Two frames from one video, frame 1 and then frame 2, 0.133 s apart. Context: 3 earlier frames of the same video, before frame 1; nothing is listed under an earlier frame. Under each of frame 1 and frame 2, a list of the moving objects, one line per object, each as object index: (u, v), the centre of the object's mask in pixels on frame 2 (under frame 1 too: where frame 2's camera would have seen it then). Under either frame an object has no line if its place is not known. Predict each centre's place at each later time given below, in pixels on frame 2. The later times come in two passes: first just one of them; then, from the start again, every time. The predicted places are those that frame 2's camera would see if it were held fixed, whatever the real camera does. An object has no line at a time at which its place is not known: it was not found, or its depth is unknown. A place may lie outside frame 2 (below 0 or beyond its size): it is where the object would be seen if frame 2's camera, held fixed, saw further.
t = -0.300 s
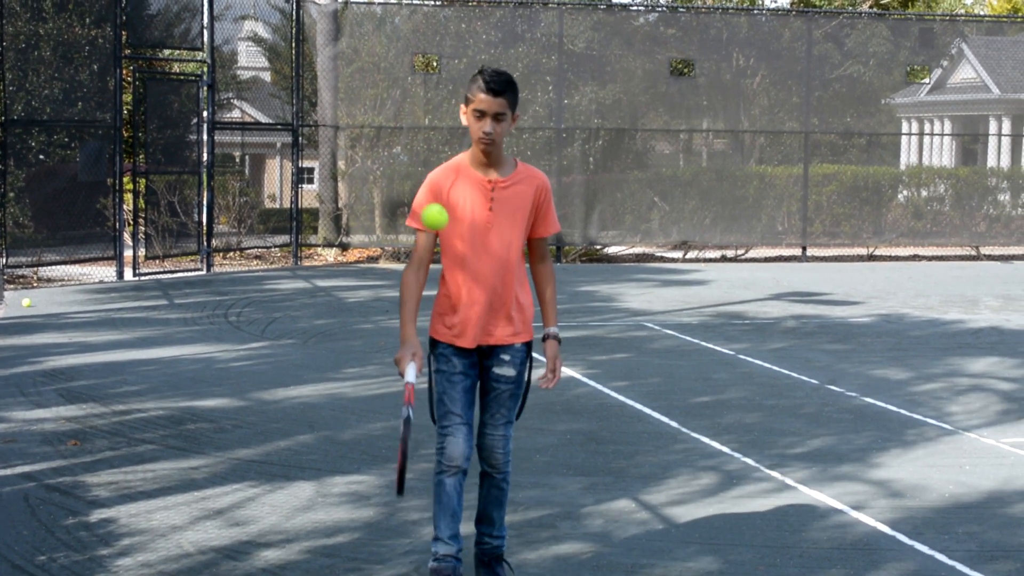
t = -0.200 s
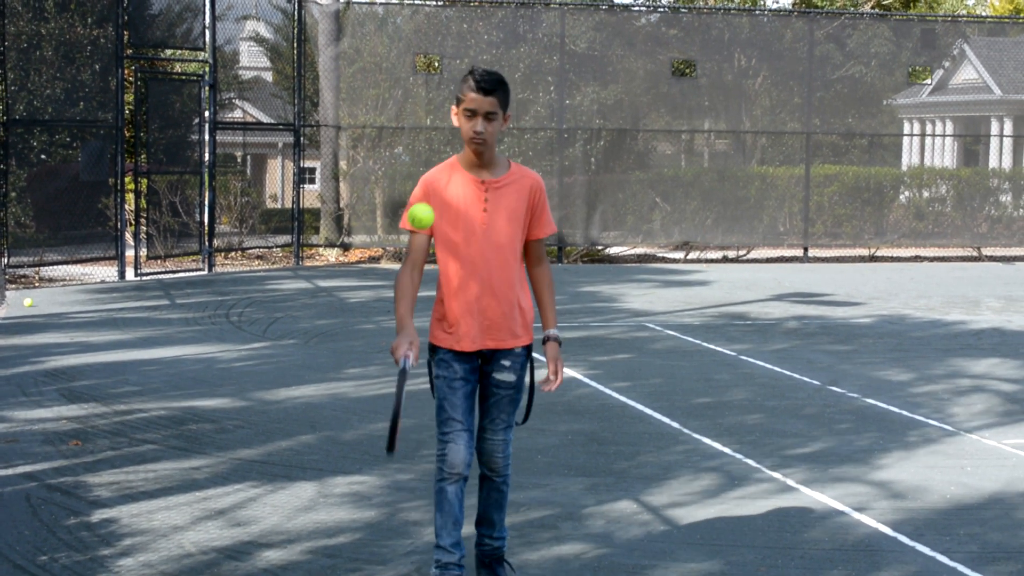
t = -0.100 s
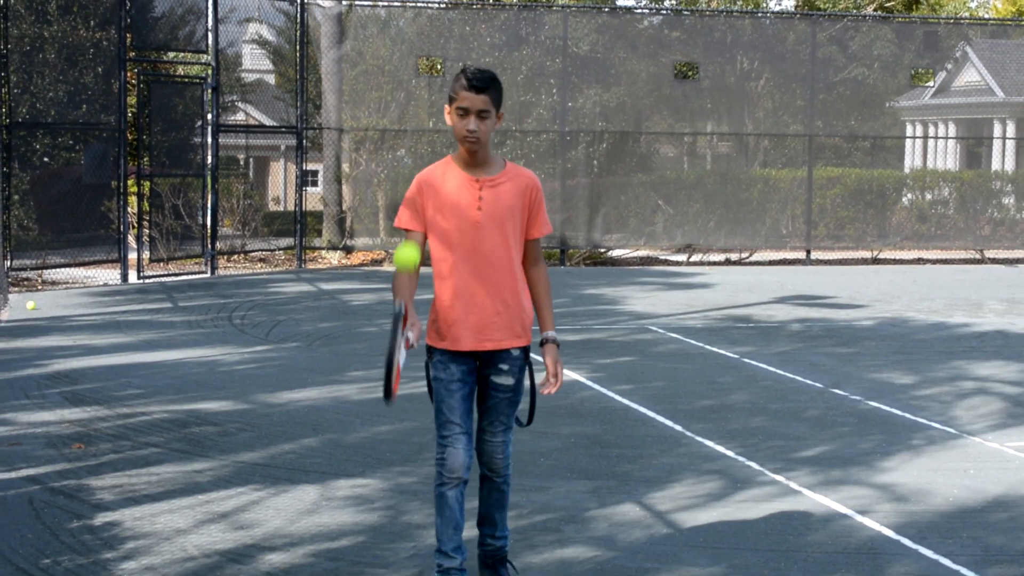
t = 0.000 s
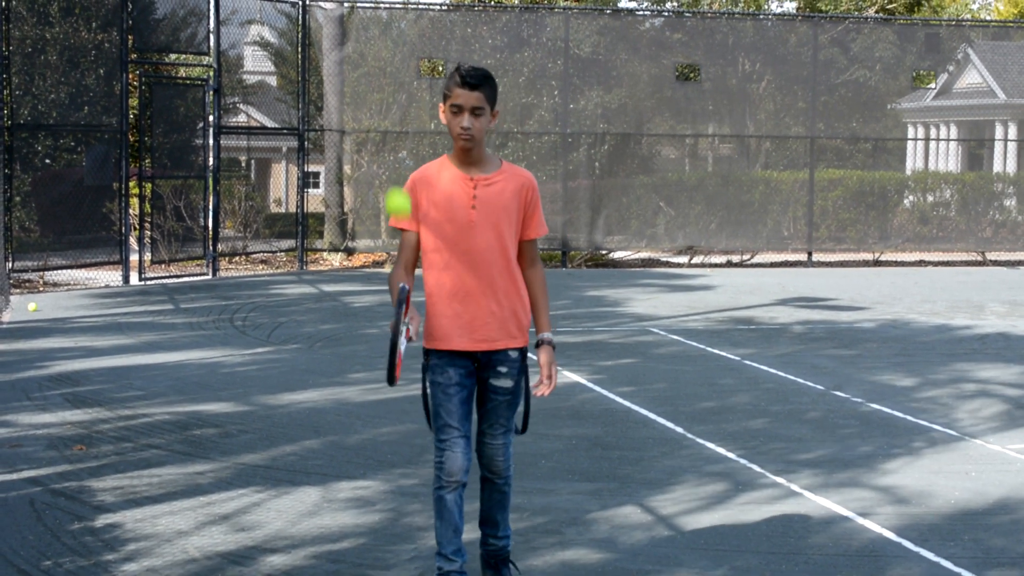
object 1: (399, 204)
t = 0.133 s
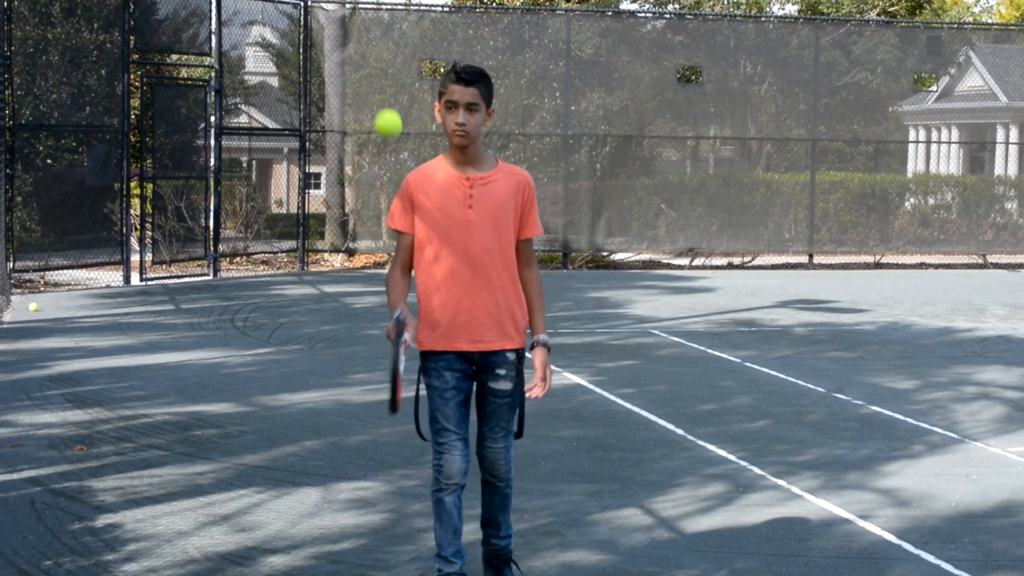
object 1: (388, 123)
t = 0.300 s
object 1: (373, 114)
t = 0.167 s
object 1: (385, 113)
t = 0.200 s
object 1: (382, 107)
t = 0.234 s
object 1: (379, 105)
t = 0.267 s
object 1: (376, 107)
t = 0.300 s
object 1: (373, 114)
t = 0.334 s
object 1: (369, 126)
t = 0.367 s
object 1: (366, 142)
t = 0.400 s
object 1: (363, 161)
